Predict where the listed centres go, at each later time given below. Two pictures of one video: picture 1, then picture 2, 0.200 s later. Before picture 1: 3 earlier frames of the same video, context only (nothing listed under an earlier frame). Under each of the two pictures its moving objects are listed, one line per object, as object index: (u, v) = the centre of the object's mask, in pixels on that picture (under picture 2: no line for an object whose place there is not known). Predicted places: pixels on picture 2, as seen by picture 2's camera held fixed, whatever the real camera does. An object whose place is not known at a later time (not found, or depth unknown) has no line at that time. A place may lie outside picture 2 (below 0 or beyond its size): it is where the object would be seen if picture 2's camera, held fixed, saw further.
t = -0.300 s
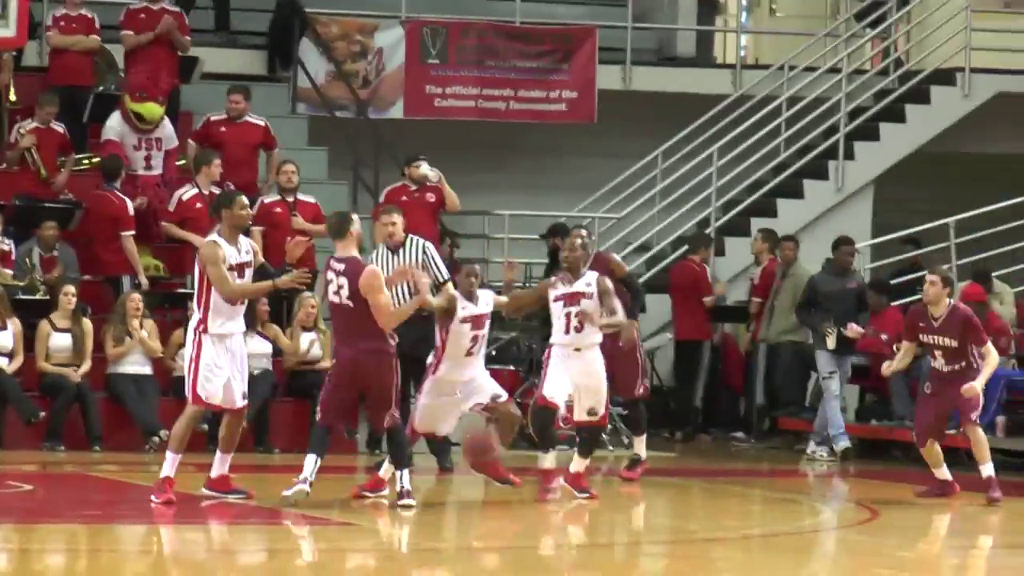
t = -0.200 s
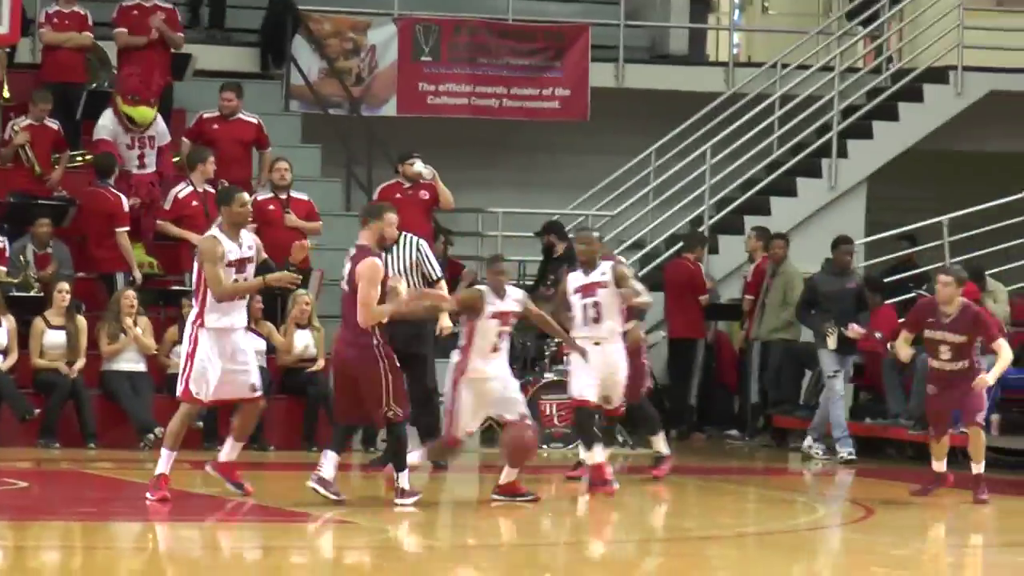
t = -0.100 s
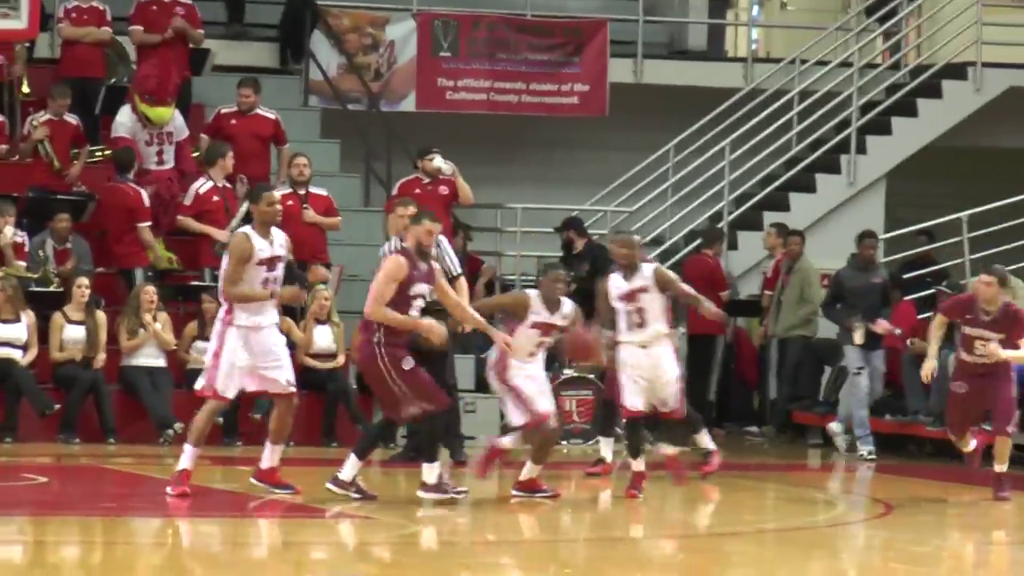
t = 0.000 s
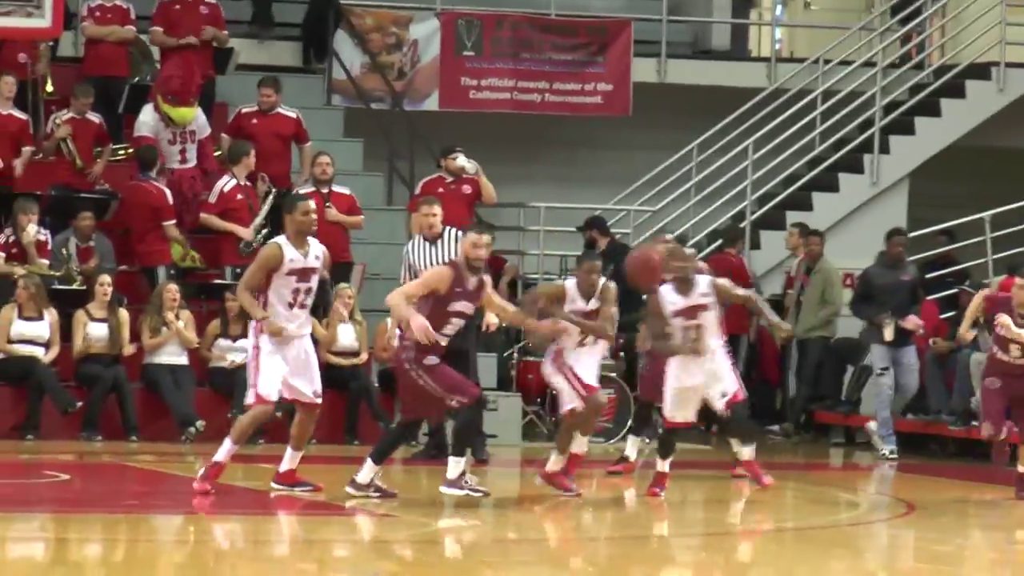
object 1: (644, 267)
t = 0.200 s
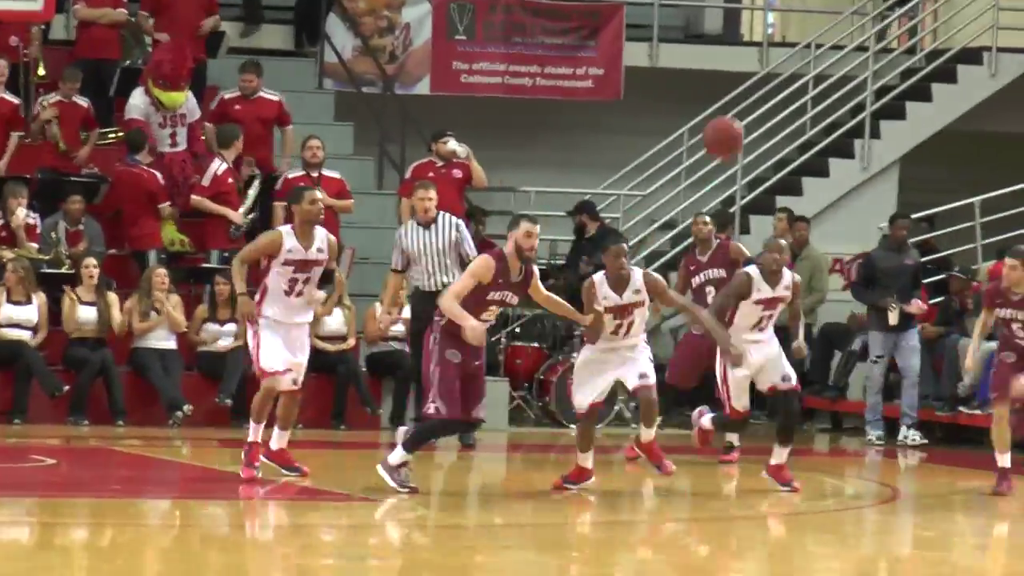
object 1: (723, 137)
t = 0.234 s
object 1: (739, 125)
